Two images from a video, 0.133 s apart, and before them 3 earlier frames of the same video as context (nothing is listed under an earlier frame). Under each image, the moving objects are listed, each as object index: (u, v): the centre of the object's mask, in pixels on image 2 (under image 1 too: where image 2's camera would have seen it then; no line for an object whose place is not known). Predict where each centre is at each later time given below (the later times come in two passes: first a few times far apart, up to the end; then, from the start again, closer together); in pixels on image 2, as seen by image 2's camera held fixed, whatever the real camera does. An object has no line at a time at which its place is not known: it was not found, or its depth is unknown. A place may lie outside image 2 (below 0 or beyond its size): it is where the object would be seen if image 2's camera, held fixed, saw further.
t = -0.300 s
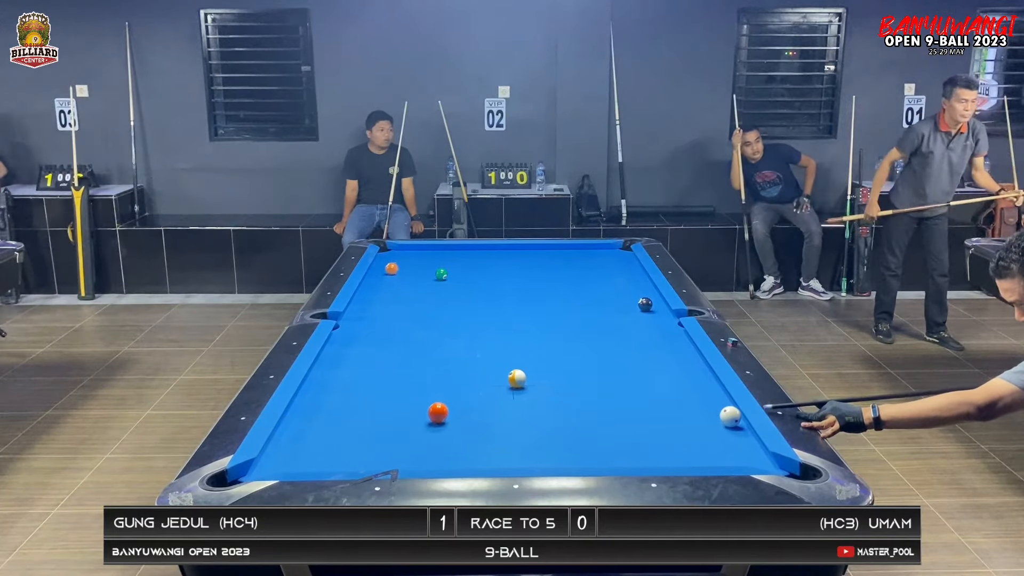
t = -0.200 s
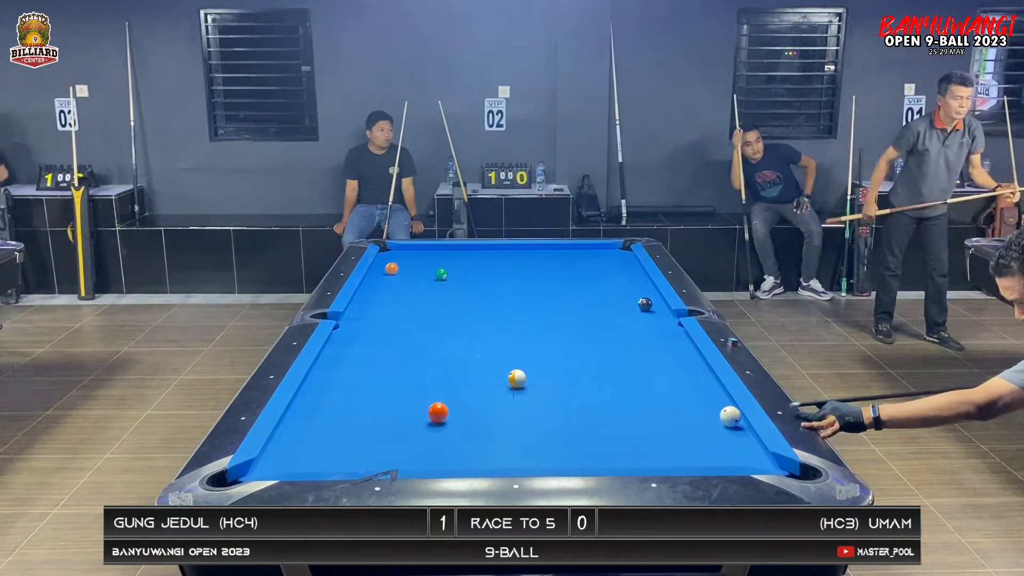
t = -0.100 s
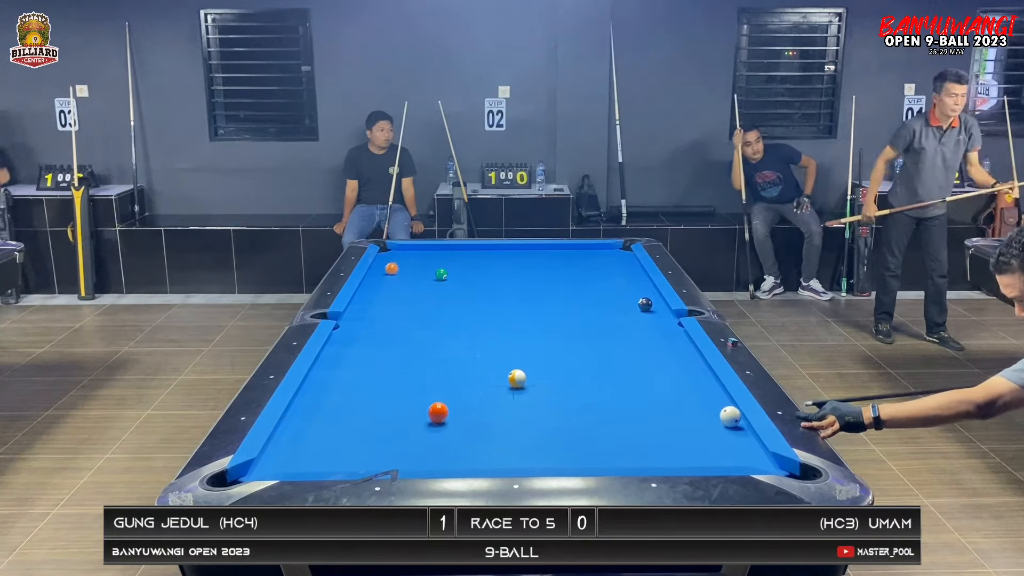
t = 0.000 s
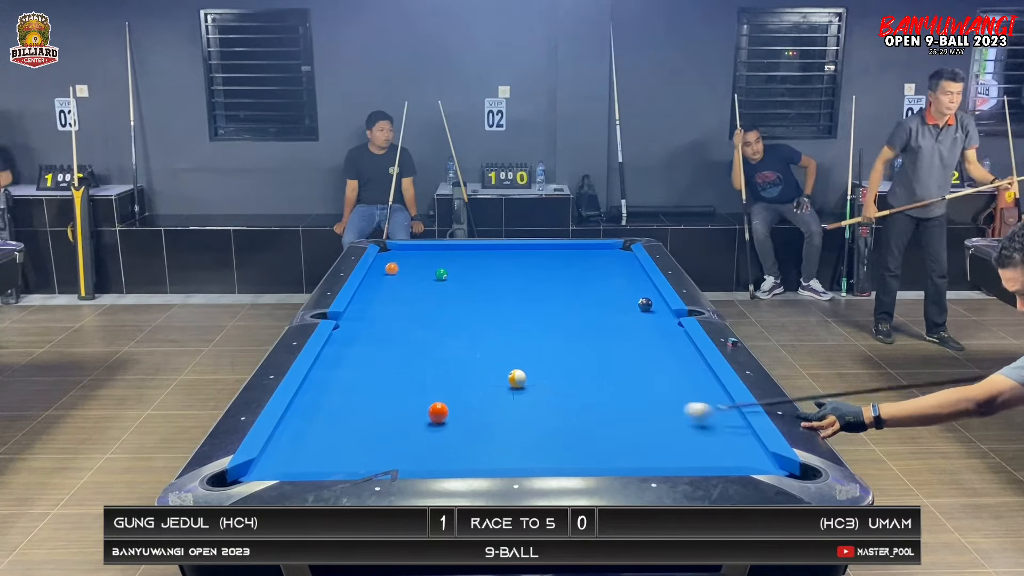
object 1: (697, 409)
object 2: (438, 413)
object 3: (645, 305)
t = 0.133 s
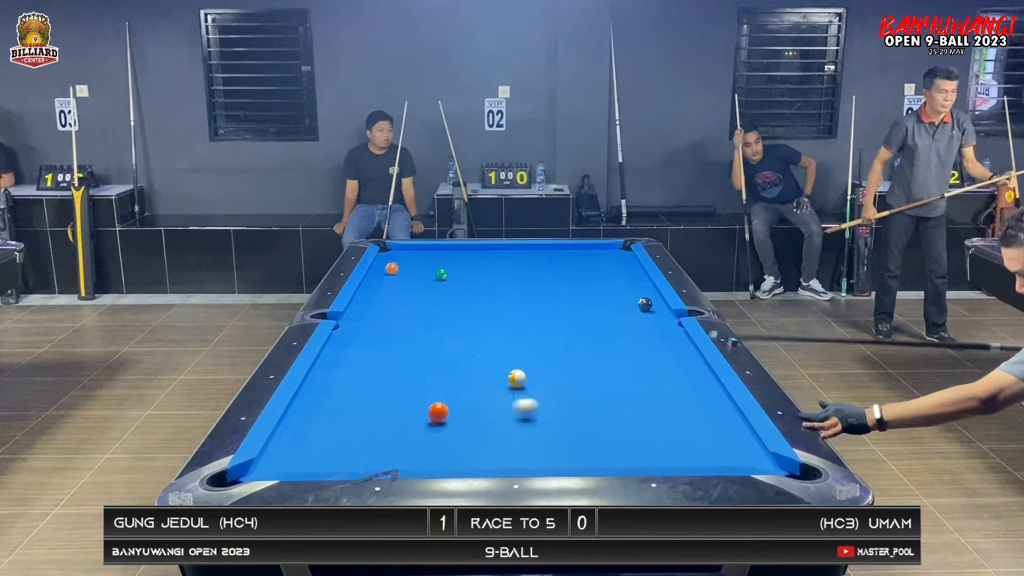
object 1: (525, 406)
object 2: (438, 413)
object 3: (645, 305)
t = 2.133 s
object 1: (597, 265)
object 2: (455, 354)
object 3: (567, 307)
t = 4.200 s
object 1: (543, 258)
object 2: (566, 293)
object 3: (403, 311)
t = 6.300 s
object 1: (536, 268)
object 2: (620, 267)
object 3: (366, 313)
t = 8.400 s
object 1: (536, 269)
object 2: (632, 262)
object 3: (366, 314)
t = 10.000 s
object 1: (536, 269)
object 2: (632, 262)
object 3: (366, 314)
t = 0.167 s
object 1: (484, 404)
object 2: (438, 413)
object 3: (645, 305)
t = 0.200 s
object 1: (447, 401)
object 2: (435, 414)
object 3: (645, 305)
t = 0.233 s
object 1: (423, 394)
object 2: (417, 421)
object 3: (645, 305)
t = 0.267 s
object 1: (399, 388)
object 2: (401, 428)
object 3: (645, 305)
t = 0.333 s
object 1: (353, 376)
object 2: (369, 442)
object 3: (645, 305)
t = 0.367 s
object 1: (330, 371)
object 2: (353, 449)
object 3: (645, 305)
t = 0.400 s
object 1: (325, 366)
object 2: (337, 455)
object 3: (645, 305)
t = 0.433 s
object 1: (346, 362)
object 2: (322, 460)
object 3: (645, 305)
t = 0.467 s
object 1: (366, 358)
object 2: (307, 464)
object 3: (645, 305)
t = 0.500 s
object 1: (384, 355)
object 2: (295, 465)
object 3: (645, 305)
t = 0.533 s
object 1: (400, 352)
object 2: (289, 463)
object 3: (645, 305)
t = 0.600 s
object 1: (430, 346)
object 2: (277, 460)
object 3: (645, 305)
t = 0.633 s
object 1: (444, 343)
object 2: (271, 457)
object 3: (645, 305)
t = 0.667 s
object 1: (457, 340)
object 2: (274, 454)
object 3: (645, 305)
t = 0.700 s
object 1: (470, 337)
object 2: (280, 451)
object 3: (645, 305)
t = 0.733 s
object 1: (483, 334)
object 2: (286, 447)
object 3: (645, 305)
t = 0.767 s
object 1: (495, 332)
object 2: (292, 444)
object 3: (645, 305)
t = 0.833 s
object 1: (519, 327)
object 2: (303, 438)
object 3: (645, 305)
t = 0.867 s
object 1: (531, 324)
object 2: (309, 435)
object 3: (645, 305)
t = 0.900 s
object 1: (542, 322)
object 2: (314, 432)
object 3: (645, 305)
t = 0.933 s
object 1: (553, 320)
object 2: (319, 429)
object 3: (645, 305)
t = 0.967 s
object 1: (564, 317)
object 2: (324, 426)
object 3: (645, 305)
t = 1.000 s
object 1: (575, 315)
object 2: (329, 424)
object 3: (645, 305)
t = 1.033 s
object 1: (586, 313)
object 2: (335, 420)
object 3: (645, 305)
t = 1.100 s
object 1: (606, 308)
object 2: (344, 416)
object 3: (645, 305)
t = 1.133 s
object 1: (616, 306)
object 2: (349, 413)
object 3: (645, 305)
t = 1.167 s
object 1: (626, 304)
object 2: (353, 411)
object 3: (645, 305)
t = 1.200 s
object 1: (631, 302)
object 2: (358, 408)
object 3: (650, 305)
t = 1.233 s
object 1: (633, 300)
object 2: (362, 405)
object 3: (658, 305)
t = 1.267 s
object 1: (635, 297)
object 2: (366, 403)
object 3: (660, 305)
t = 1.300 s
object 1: (638, 295)
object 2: (370, 401)
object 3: (656, 306)
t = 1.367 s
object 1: (643, 291)
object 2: (379, 396)
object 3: (648, 305)
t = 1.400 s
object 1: (646, 289)
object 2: (383, 394)
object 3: (644, 305)
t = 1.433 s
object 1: (649, 287)
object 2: (387, 392)
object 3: (640, 305)
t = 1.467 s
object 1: (647, 286)
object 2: (390, 390)
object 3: (636, 306)
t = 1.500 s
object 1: (644, 285)
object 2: (394, 388)
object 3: (633, 306)
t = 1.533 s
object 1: (641, 283)
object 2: (398, 386)
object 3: (629, 306)
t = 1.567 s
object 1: (638, 282)
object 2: (402, 384)
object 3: (626, 306)
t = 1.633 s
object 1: (633, 280)
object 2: (409, 380)
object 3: (619, 306)
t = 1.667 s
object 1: (630, 279)
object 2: (412, 378)
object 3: (615, 306)
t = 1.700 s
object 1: (628, 278)
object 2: (416, 376)
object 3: (611, 306)
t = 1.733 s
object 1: (625, 277)
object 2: (419, 374)
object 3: (608, 306)
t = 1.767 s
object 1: (623, 276)
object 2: (422, 372)
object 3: (604, 306)
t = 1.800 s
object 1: (620, 275)
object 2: (426, 370)
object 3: (601, 306)
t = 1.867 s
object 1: (615, 273)
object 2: (432, 367)
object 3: (594, 306)
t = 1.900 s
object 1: (613, 272)
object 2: (435, 365)
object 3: (590, 306)
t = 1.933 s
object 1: (610, 271)
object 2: (438, 363)
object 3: (587, 306)
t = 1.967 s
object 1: (608, 270)
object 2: (441, 361)
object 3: (583, 307)
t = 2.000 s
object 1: (606, 269)
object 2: (444, 360)
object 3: (580, 307)
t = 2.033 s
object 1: (604, 268)
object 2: (447, 358)
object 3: (577, 306)
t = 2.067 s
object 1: (601, 267)
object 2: (450, 357)
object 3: (573, 307)
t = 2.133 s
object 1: (597, 265)
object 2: (455, 354)
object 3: (567, 307)
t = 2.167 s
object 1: (595, 265)
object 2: (458, 352)
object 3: (564, 307)
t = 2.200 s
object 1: (593, 264)
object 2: (461, 351)
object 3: (561, 307)
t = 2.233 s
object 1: (591, 263)
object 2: (463, 349)
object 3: (557, 307)
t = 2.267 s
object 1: (589, 262)
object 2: (466, 348)
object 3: (554, 307)
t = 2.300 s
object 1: (587, 261)
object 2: (468, 347)
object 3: (551, 307)
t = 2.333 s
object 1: (585, 260)
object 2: (471, 345)
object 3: (548, 307)
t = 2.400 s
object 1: (581, 259)
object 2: (476, 342)
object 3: (541, 307)
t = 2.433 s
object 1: (579, 258)
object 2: (478, 341)
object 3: (538, 307)
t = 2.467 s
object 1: (577, 257)
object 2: (480, 340)
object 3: (535, 308)
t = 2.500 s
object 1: (575, 256)
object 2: (483, 338)
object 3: (532, 307)
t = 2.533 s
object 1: (574, 256)
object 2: (485, 337)
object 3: (529, 307)
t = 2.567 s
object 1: (572, 255)
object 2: (487, 336)
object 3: (526, 307)
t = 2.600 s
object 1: (570, 254)
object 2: (489, 335)
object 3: (523, 308)
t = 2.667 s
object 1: (567, 253)
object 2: (494, 332)
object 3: (518, 308)
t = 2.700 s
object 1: (565, 252)
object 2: (496, 331)
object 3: (515, 308)
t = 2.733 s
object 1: (563, 251)
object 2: (497, 330)
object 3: (512, 308)
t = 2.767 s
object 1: (562, 250)
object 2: (500, 329)
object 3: (509, 308)
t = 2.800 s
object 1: (560, 250)
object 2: (502, 328)
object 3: (506, 308)
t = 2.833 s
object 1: (558, 249)
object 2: (503, 327)
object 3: (503, 308)
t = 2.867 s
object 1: (557, 248)
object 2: (505, 326)
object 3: (500, 308)
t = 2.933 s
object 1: (554, 247)
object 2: (510, 324)
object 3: (495, 308)
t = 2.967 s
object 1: (552, 246)
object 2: (511, 323)
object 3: (492, 308)
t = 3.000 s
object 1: (552, 246)
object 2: (513, 322)
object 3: (489, 308)
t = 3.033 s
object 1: (551, 247)
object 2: (515, 321)
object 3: (486, 308)
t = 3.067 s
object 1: (551, 247)
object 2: (517, 320)
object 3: (484, 309)
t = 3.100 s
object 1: (551, 248)
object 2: (519, 318)
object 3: (481, 309)
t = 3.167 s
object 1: (550, 248)
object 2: (522, 317)
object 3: (476, 309)
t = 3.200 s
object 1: (550, 248)
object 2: (524, 316)
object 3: (473, 309)
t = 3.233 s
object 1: (550, 249)
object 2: (525, 315)
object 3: (470, 309)
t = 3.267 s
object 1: (550, 249)
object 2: (527, 314)
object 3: (468, 309)
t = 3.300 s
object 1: (549, 249)
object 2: (529, 313)
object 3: (465, 309)
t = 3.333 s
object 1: (549, 250)
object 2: (530, 312)
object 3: (463, 309)
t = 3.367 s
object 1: (549, 250)
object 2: (532, 311)
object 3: (460, 309)
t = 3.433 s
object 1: (548, 251)
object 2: (535, 310)
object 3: (455, 309)
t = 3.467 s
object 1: (548, 251)
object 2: (537, 309)
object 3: (453, 309)
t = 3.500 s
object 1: (548, 252)
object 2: (538, 308)
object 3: (450, 310)
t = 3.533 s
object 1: (548, 252)
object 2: (540, 307)
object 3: (448, 310)
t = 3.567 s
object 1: (547, 252)
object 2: (541, 306)
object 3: (445, 310)
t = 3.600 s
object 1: (547, 252)
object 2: (543, 306)
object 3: (443, 310)
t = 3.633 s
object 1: (547, 253)
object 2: (544, 305)
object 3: (441, 310)
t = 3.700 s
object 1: (547, 253)
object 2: (547, 303)
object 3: (436, 310)
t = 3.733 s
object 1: (546, 254)
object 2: (548, 303)
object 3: (434, 310)
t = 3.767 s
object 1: (546, 254)
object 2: (550, 302)
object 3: (431, 310)
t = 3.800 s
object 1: (546, 254)
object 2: (551, 301)
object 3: (429, 310)
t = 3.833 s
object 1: (546, 255)
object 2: (552, 300)
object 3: (427, 310)
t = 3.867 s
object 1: (545, 255)
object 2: (554, 300)
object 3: (425, 311)
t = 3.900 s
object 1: (545, 255)
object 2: (555, 299)
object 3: (422, 311)
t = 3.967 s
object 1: (545, 256)
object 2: (558, 297)
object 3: (418, 311)
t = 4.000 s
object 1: (545, 256)
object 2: (559, 297)
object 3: (416, 311)
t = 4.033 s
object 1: (545, 256)
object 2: (560, 296)
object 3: (414, 311)
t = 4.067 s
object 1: (544, 257)
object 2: (561, 296)
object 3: (412, 311)
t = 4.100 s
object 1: (544, 257)
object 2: (562, 295)
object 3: (409, 311)
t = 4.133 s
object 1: (544, 257)
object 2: (564, 294)
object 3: (407, 311)
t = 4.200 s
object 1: (543, 258)
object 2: (566, 293)
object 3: (403, 311)
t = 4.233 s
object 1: (543, 258)
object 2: (568, 292)
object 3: (401, 311)
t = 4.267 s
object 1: (543, 258)
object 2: (569, 292)
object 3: (399, 311)
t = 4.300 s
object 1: (543, 259)
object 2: (570, 291)
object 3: (397, 311)
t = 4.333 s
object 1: (543, 259)
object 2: (571, 291)
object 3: (395, 311)
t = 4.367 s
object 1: (543, 259)
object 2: (572, 290)
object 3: (393, 312)
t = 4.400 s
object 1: (543, 260)
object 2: (573, 290)
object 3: (391, 312)
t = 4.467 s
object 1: (542, 260)
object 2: (575, 288)
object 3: (387, 312)
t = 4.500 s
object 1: (542, 260)
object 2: (577, 288)
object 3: (385, 312)
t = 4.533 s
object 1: (542, 261)
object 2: (577, 287)
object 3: (383, 312)
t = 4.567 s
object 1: (542, 261)
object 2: (579, 287)
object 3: (382, 312)
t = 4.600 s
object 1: (542, 261)
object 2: (580, 286)
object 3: (380, 312)
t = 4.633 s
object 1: (542, 261)
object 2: (581, 286)
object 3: (378, 312)
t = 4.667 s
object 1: (542, 261)
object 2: (582, 285)
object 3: (376, 312)
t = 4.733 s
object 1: (541, 262)
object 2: (584, 284)
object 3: (373, 312)
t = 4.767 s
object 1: (541, 262)
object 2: (585, 283)
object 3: (371, 312)
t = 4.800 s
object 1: (541, 262)
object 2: (586, 283)
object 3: (369, 312)
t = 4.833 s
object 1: (541, 263)
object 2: (587, 283)
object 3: (367, 312)
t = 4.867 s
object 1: (541, 263)
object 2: (588, 282)
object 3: (366, 312)
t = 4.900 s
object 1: (541, 263)
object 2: (589, 282)
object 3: (364, 313)
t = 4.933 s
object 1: (541, 263)
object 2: (589, 281)
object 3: (362, 313)
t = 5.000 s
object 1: (540, 264)
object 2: (592, 280)
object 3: (359, 313)
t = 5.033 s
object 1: (540, 264)
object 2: (592, 280)
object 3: (357, 313)
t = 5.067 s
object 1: (540, 264)
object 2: (593, 279)
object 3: (356, 313)
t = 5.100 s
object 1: (540, 264)
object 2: (594, 279)
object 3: (354, 313)
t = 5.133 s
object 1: (540, 264)
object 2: (595, 279)
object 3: (353, 313)
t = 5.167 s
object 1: (539, 264)
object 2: (596, 278)
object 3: (351, 313)
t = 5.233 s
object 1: (539, 265)
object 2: (598, 277)
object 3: (350, 313)
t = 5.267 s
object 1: (539, 265)
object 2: (599, 277)
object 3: (351, 313)
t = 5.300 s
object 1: (539, 265)
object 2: (600, 277)
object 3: (352, 313)
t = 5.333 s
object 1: (539, 265)
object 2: (600, 276)
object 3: (353, 313)
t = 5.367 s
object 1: (538, 265)
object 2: (601, 276)
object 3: (353, 313)
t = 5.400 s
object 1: (538, 265)
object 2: (602, 275)
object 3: (354, 313)
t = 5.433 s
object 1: (538, 265)
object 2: (603, 275)
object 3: (355, 313)
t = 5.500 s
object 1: (538, 266)
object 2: (605, 274)
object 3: (356, 313)
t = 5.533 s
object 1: (538, 266)
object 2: (605, 274)
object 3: (356, 313)
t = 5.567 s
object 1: (538, 266)
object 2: (606, 274)
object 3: (357, 313)
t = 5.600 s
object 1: (537, 266)
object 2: (607, 273)
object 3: (358, 313)
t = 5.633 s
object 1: (537, 266)
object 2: (607, 273)
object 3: (358, 313)
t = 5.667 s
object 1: (537, 266)
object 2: (608, 273)
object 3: (359, 313)
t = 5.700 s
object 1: (537, 266)
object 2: (609, 272)
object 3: (359, 313)
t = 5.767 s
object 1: (537, 267)
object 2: (610, 272)
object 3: (360, 313)
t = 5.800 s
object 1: (537, 267)
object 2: (611, 271)
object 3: (361, 313)
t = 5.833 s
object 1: (537, 267)
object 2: (612, 271)
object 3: (361, 313)
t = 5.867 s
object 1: (537, 267)
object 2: (612, 271)
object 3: (362, 313)
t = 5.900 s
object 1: (537, 267)
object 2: (613, 270)
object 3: (362, 313)
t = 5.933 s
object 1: (536, 267)
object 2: (613, 270)
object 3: (363, 313)
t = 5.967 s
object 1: (536, 268)
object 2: (614, 270)
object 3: (363, 313)
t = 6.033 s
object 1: (536, 267)
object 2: (616, 269)
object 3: (364, 313)
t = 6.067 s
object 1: (536, 268)
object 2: (616, 269)
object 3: (364, 313)
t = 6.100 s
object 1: (536, 268)
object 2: (617, 269)
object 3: (364, 313)
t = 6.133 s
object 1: (536, 268)
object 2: (617, 269)
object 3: (365, 313)
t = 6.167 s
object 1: (536, 268)
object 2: (618, 268)
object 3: (365, 313)
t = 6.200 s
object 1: (536, 268)
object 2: (618, 268)
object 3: (365, 313)
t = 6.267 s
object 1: (536, 268)
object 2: (620, 268)
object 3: (365, 313)
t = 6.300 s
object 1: (536, 268)
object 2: (620, 267)
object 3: (366, 313)
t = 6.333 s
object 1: (536, 268)
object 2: (620, 267)
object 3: (366, 313)
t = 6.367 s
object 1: (536, 268)
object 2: (621, 267)
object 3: (366, 313)
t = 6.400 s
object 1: (536, 268)
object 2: (622, 267)
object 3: (366, 313)
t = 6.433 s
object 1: (536, 268)
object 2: (622, 266)
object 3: (366, 313)
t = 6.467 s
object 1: (536, 268)
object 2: (623, 266)
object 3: (366, 313)
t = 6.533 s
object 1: (536, 269)
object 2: (624, 266)
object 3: (366, 314)
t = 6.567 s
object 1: (536, 269)
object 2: (624, 266)
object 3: (366, 314)
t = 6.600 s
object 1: (536, 269)
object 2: (624, 265)
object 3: (366, 314)
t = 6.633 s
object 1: (536, 269)
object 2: (625, 265)
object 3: (366, 314)
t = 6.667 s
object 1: (536, 269)
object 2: (625, 265)
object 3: (366, 314)
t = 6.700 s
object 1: (536, 269)
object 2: (626, 265)
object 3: (366, 314)
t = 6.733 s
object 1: (536, 269)
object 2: (626, 265)
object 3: (366, 314)
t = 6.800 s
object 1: (536, 269)
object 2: (627, 264)
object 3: (366, 314)
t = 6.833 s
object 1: (536, 269)
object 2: (628, 264)
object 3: (366, 314)
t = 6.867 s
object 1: (536, 269)
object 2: (628, 264)
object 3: (366, 314)
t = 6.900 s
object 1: (536, 269)
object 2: (628, 264)
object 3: (366, 314)
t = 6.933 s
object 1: (536, 269)
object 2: (629, 264)
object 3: (366, 314)
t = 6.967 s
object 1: (536, 269)
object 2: (629, 264)
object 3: (366, 314)
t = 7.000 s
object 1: (536, 269)
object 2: (629, 263)
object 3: (366, 314)
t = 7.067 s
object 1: (536, 269)
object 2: (630, 263)
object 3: (366, 314)
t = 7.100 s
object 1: (536, 269)
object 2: (631, 263)
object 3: (366, 314)
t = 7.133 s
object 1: (536, 269)
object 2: (631, 263)
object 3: (366, 314)
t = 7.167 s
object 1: (536, 269)
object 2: (632, 263)
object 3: (366, 314)
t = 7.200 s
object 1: (536, 269)
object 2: (632, 263)
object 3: (366, 314)
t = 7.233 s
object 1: (536, 269)
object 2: (633, 263)
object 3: (366, 314)
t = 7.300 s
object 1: (536, 269)
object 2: (633, 263)
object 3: (366, 314)
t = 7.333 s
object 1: (536, 269)
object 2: (634, 262)
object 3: (366, 314)
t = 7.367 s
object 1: (536, 269)
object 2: (634, 262)
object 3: (366, 314)
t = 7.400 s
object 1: (536, 269)
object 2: (634, 262)
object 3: (366, 314)
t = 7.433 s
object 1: (536, 269)
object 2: (634, 262)
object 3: (366, 314)
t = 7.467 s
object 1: (536, 269)
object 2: (634, 262)
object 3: (366, 314)
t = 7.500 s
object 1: (536, 269)
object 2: (633, 262)
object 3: (366, 314)
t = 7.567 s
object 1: (536, 269)
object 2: (633, 262)
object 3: (366, 314)
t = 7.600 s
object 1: (536, 269)
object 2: (633, 262)
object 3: (366, 314)
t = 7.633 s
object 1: (536, 269)
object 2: (633, 262)
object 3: (366, 314)
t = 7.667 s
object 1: (536, 269)
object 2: (633, 262)
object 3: (366, 314)
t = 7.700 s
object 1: (536, 269)
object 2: (632, 262)
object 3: (366, 314)
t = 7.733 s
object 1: (536, 269)
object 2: (632, 262)
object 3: (366, 314)
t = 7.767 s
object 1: (536, 269)
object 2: (632, 262)
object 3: (366, 314)
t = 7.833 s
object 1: (536, 269)
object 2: (632, 262)
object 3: (366, 314)
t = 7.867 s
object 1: (536, 269)
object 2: (632, 262)
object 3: (366, 314)
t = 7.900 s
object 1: (536, 269)
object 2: (632, 262)
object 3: (366, 314)
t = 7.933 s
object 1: (536, 269)
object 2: (632, 262)
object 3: (366, 314)
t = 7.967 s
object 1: (536, 269)
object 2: (632, 262)
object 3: (366, 314)
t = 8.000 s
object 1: (536, 269)
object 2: (632, 262)
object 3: (366, 314)
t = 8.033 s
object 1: (536, 269)
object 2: (632, 262)
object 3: (366, 314)
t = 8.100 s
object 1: (536, 269)
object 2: (632, 262)
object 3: (366, 314)
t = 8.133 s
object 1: (536, 269)
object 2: (632, 262)
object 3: (366, 314)
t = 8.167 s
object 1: (536, 269)
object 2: (632, 262)
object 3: (366, 314)
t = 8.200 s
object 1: (536, 269)
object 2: (632, 262)
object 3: (366, 314)
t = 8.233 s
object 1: (536, 269)
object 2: (632, 262)
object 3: (366, 314)
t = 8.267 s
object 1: (536, 269)
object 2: (632, 262)
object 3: (366, 314)
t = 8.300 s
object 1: (536, 269)
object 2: (632, 262)
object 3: (366, 314)
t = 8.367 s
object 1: (536, 269)
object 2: (632, 262)
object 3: (366, 314)
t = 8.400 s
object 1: (536, 269)
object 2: (632, 262)
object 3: (366, 314)
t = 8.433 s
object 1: (536, 269)
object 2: (632, 262)
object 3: (366, 314)
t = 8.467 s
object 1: (536, 269)
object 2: (632, 262)
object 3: (366, 314)
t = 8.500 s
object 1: (536, 269)
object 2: (632, 262)
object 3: (366, 314)
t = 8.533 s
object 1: (536, 269)
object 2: (632, 262)
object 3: (366, 314)
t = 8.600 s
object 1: (536, 269)
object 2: (632, 262)
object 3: (366, 314)
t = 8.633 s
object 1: (536, 269)
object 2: (632, 262)
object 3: (366, 314)
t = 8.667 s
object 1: (536, 269)
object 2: (632, 262)
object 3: (366, 314)
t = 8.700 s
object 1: (536, 269)
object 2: (632, 262)
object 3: (366, 314)
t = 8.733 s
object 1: (536, 269)
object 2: (632, 262)
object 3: (366, 314)
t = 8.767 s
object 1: (536, 269)
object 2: (632, 262)
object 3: (366, 314)
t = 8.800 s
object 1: (536, 269)
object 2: (632, 262)
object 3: (366, 314)
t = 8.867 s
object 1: (536, 269)
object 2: (632, 262)
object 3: (366, 314)
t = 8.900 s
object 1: (536, 269)
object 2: (632, 262)
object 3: (366, 314)
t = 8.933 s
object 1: (536, 269)
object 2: (632, 262)
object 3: (366, 314)
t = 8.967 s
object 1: (536, 269)
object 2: (632, 262)
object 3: (366, 314)
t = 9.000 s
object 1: (536, 269)
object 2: (632, 262)
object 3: (366, 314)
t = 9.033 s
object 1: (536, 269)
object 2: (632, 262)
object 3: (366, 314)
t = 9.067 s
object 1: (536, 269)
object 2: (632, 262)
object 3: (366, 314)
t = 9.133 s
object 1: (536, 269)
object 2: (632, 262)
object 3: (366, 314)
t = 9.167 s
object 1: (536, 269)
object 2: (632, 262)
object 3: (366, 314)
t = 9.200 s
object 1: (536, 269)
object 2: (632, 262)
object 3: (366, 314)
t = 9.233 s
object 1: (536, 269)
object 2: (632, 262)
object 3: (366, 314)
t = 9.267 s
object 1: (536, 269)
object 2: (632, 262)
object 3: (366, 314)
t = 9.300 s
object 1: (536, 269)
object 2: (632, 262)
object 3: (366, 314)
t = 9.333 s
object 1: (536, 269)
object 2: (632, 262)
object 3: (366, 314)
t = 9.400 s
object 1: (536, 269)
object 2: (632, 262)
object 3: (366, 314)
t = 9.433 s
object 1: (536, 269)
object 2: (632, 262)
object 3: (366, 314)
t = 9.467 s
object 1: (536, 269)
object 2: (632, 262)
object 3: (366, 314)
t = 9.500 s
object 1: (536, 269)
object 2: (632, 262)
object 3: (366, 314)
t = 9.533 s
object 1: (536, 269)
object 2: (632, 262)
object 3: (366, 314)
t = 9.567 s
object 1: (536, 269)
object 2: (632, 262)
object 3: (366, 314)
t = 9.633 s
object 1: (536, 269)
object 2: (632, 262)
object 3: (366, 314)
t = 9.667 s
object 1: (536, 269)
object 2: (632, 262)
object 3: (366, 314)
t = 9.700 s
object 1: (536, 269)
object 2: (632, 262)
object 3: (366, 314)
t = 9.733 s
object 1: (536, 269)
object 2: (632, 262)
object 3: (366, 314)
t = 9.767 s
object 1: (536, 269)
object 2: (632, 262)
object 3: (366, 314)
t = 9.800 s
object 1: (536, 269)
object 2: (632, 262)
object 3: (366, 314)
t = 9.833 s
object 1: (536, 269)
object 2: (632, 262)
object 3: (366, 314)
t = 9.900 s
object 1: (536, 269)
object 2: (632, 262)
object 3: (366, 314)
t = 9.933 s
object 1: (536, 269)
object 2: (632, 262)
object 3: (366, 314)
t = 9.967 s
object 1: (536, 268)
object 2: (632, 262)
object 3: (366, 314)
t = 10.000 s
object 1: (536, 269)
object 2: (632, 262)
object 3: (366, 314)
